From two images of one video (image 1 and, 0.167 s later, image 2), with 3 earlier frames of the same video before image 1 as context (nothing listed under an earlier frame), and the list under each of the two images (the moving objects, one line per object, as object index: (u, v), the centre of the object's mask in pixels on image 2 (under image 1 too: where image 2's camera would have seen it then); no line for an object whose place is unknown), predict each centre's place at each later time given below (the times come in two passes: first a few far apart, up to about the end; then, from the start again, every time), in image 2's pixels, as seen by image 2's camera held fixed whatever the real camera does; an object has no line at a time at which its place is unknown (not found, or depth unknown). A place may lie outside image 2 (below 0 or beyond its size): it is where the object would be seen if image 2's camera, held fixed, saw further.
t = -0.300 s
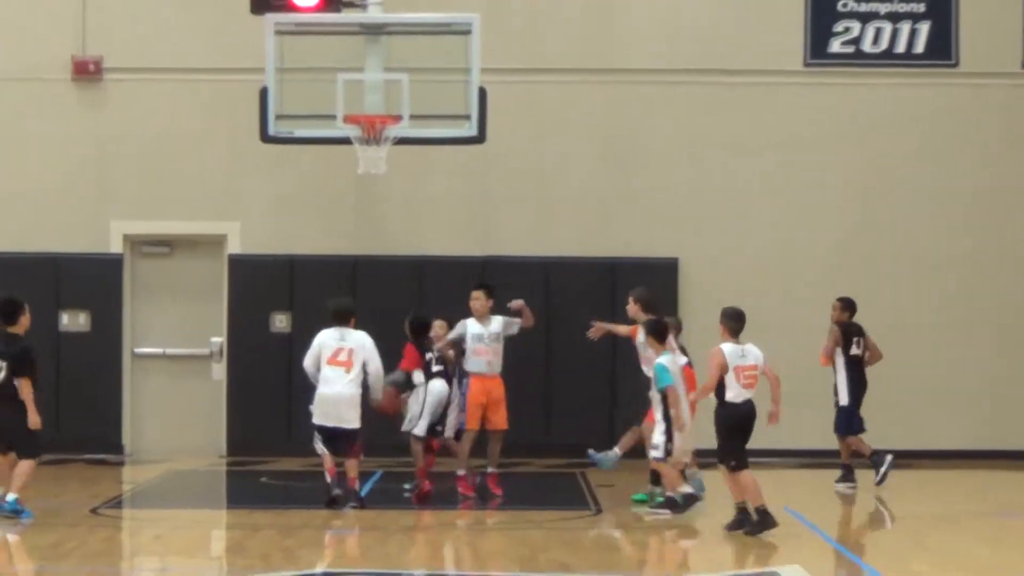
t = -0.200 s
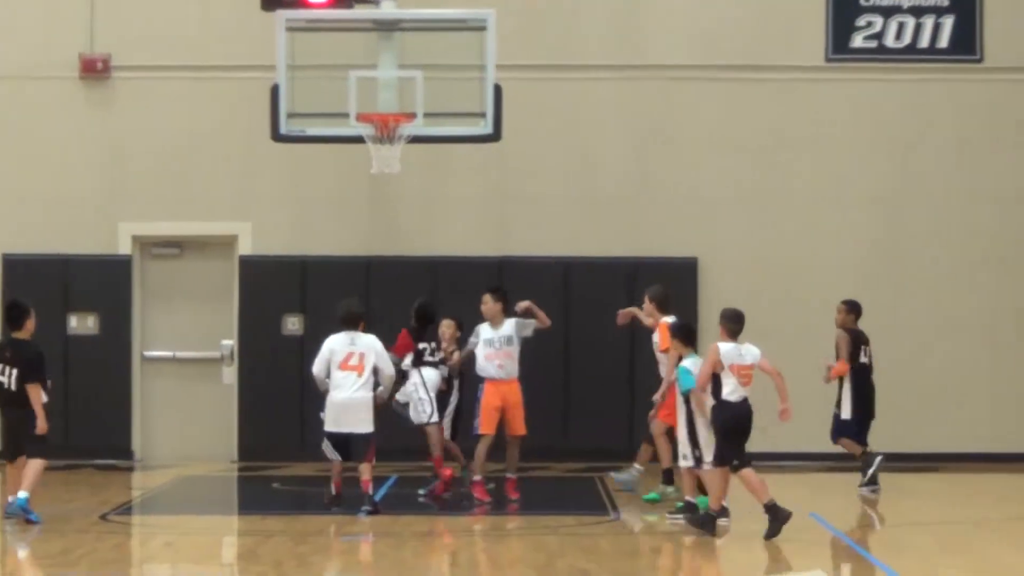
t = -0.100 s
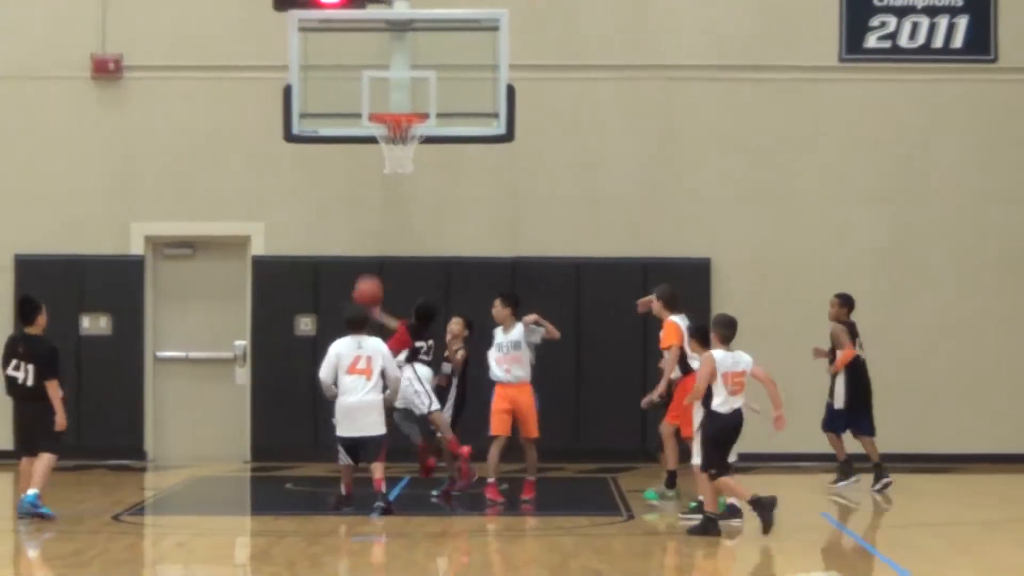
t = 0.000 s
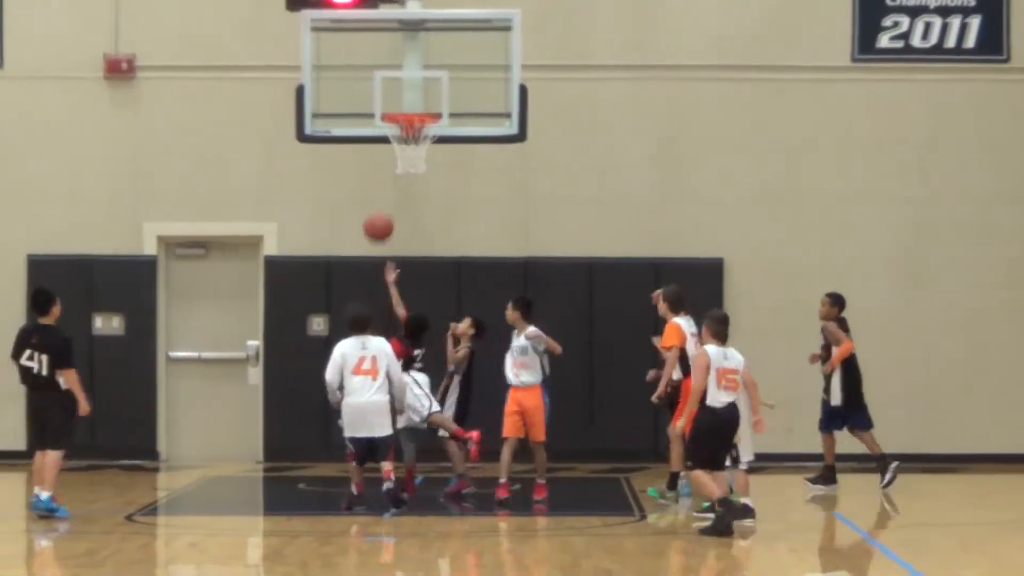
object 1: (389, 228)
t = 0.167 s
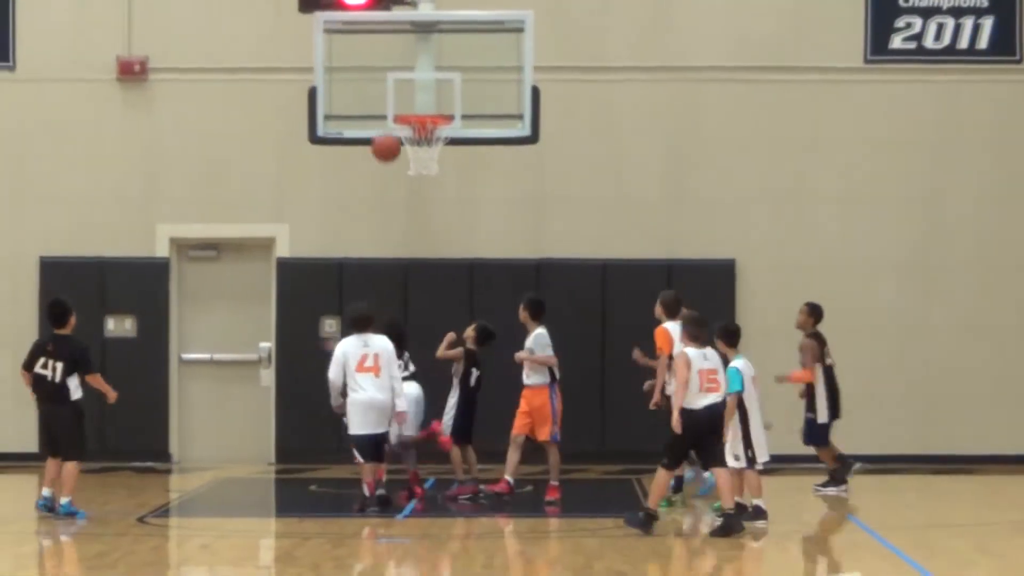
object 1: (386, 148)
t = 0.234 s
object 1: (384, 125)
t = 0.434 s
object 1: (379, 91)
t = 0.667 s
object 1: (370, 105)
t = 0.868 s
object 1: (354, 139)
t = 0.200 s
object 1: (385, 136)
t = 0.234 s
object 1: (384, 125)
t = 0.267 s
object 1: (383, 116)
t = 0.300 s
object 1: (383, 109)
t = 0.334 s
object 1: (382, 103)
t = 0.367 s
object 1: (381, 98)
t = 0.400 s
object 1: (380, 93)
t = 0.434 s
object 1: (379, 91)
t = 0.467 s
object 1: (378, 91)
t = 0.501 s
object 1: (377, 91)
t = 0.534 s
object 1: (376, 93)
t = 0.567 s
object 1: (375, 95)
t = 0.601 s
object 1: (374, 100)
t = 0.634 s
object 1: (373, 105)
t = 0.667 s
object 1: (370, 105)
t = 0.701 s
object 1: (368, 107)
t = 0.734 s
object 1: (365, 111)
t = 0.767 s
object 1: (362, 116)
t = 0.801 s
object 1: (359, 122)
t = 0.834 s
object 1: (356, 129)
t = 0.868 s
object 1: (354, 139)
